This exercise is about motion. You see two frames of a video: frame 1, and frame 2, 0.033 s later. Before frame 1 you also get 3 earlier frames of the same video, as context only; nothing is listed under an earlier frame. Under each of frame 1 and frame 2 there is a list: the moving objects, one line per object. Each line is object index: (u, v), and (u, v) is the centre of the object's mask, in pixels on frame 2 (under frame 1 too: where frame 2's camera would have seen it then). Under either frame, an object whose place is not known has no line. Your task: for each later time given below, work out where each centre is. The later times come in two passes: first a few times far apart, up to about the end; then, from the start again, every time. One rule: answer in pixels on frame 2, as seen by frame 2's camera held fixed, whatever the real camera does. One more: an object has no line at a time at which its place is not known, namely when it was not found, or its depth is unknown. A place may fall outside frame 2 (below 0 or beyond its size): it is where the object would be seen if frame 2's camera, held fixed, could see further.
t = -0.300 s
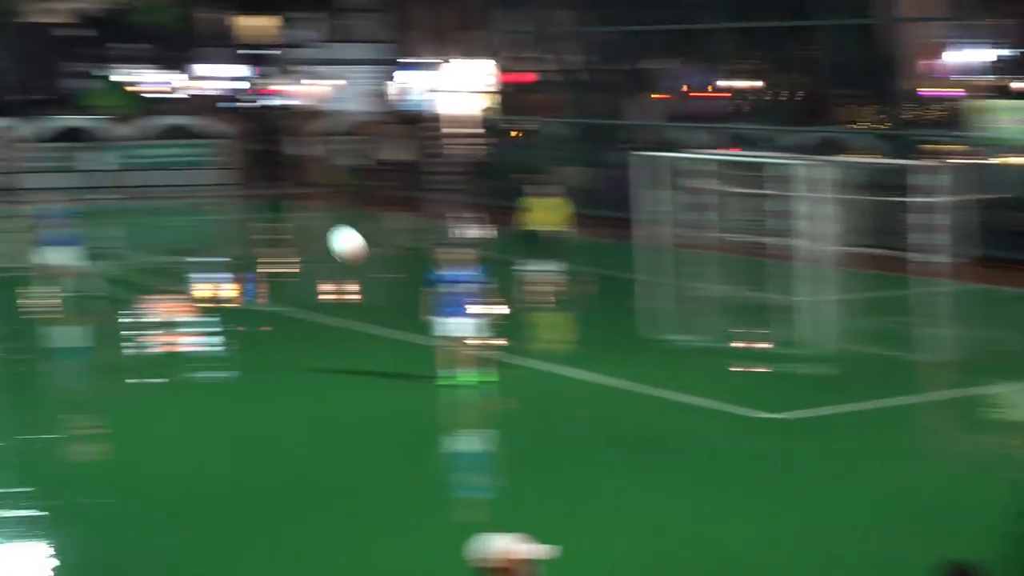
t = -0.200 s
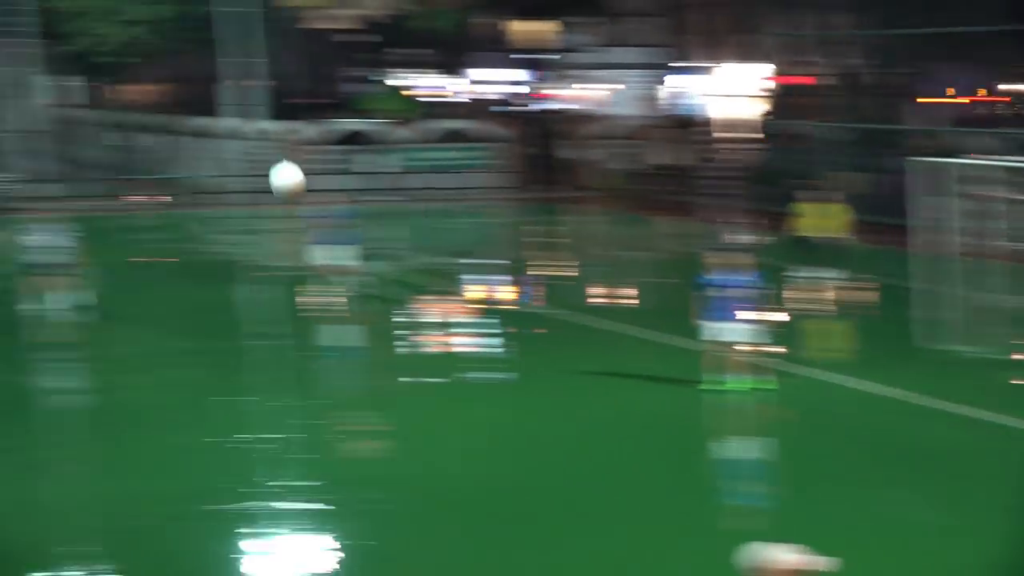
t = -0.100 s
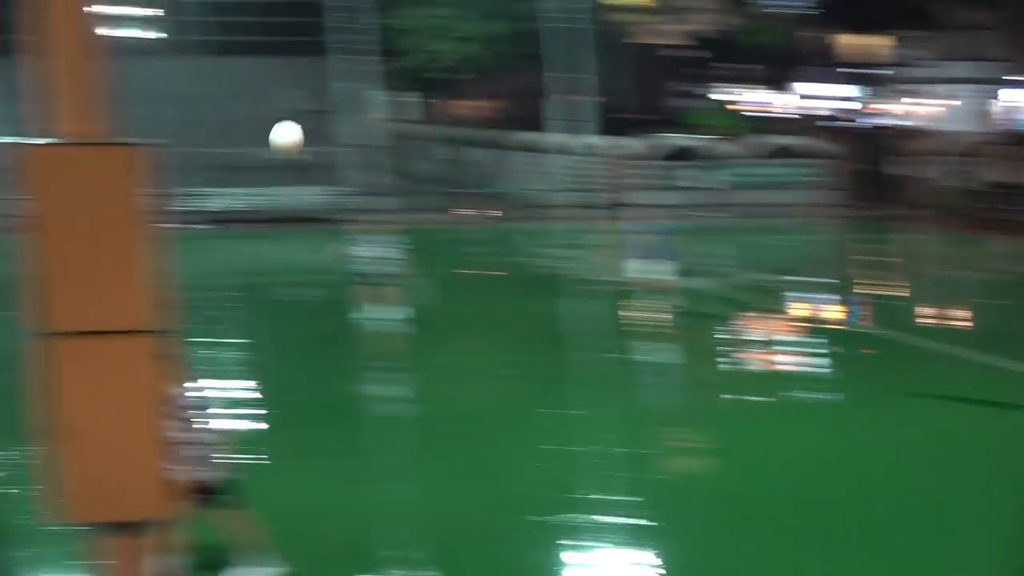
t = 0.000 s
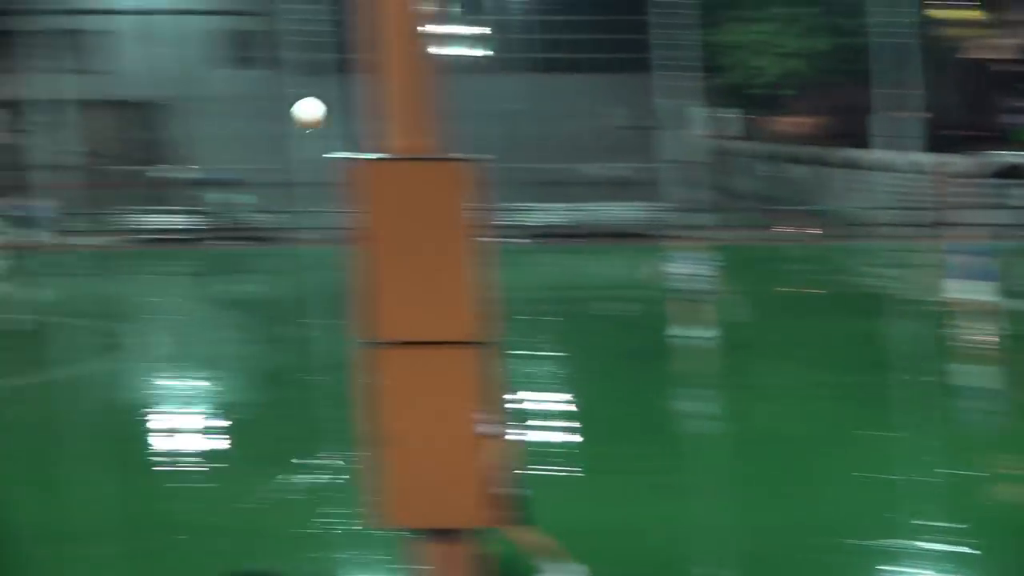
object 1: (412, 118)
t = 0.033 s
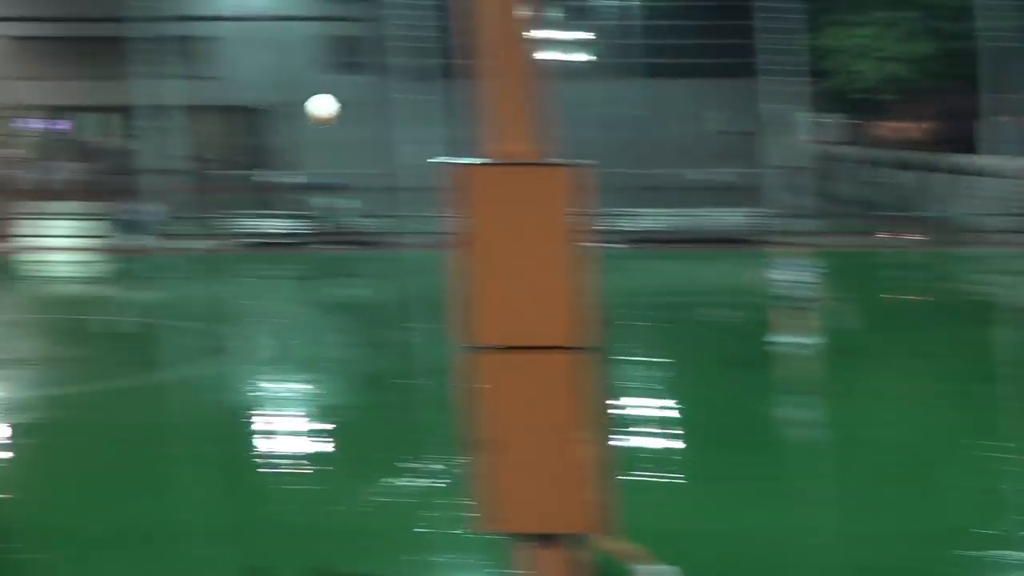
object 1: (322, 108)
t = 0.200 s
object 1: (-91, 90)
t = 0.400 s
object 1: (-511, 116)
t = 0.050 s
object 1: (278, 105)
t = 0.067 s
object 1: (236, 102)
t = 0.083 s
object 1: (193, 99)
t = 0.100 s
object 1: (149, 95)
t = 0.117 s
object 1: (108, 94)
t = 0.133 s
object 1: (67, 92)
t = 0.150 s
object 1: (26, 90)
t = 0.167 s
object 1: (-14, 90)
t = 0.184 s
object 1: (-52, 89)
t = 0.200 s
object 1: (-91, 90)
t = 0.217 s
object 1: (-127, 90)
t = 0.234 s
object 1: (-164, 90)
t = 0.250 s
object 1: (-201, 91)
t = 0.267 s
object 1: (-236, 93)
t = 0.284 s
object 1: (-272, 94)
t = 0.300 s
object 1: (-308, 96)
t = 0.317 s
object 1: (-341, 99)
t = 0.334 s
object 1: (-376, 103)
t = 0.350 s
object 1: (-410, 105)
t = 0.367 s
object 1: (-444, 108)
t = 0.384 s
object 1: (-479, 112)
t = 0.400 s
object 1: (-511, 116)
